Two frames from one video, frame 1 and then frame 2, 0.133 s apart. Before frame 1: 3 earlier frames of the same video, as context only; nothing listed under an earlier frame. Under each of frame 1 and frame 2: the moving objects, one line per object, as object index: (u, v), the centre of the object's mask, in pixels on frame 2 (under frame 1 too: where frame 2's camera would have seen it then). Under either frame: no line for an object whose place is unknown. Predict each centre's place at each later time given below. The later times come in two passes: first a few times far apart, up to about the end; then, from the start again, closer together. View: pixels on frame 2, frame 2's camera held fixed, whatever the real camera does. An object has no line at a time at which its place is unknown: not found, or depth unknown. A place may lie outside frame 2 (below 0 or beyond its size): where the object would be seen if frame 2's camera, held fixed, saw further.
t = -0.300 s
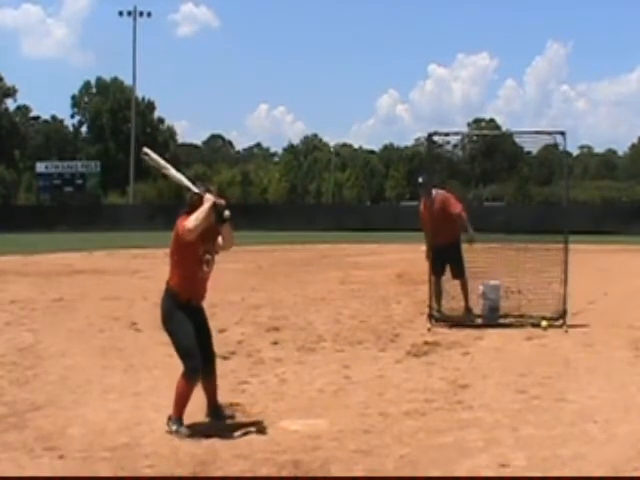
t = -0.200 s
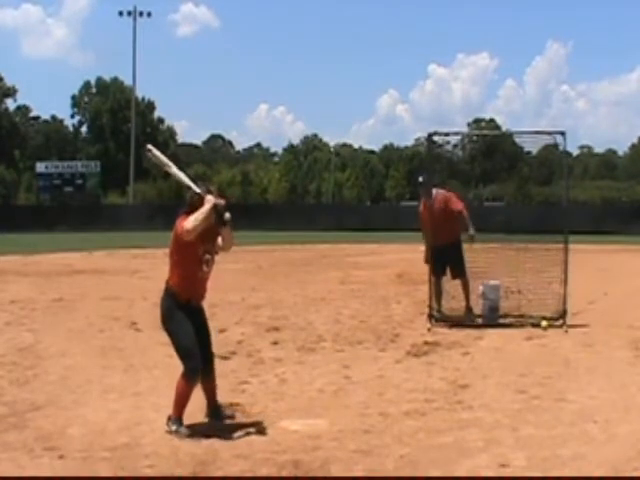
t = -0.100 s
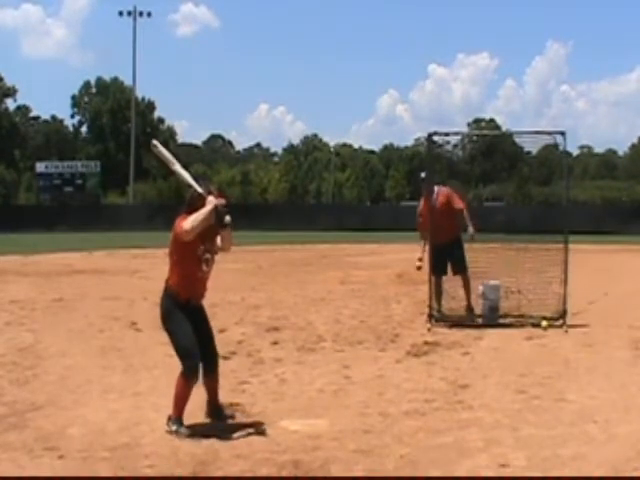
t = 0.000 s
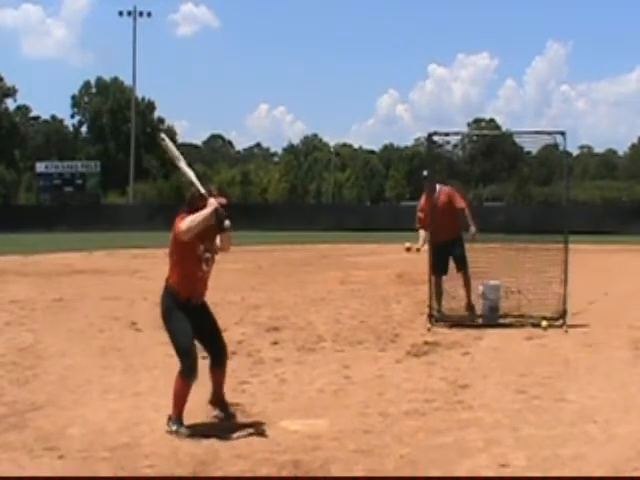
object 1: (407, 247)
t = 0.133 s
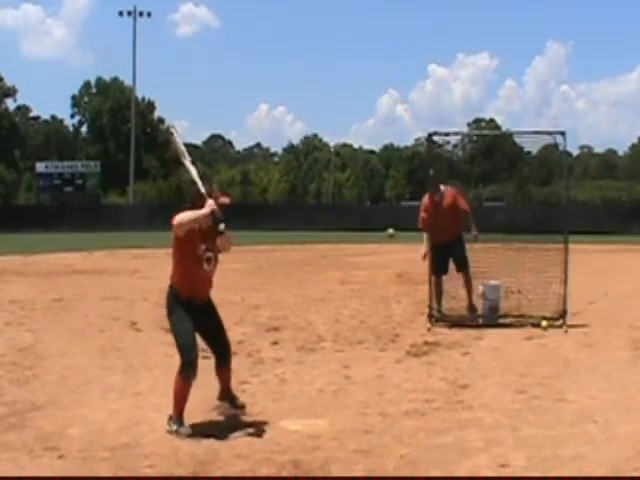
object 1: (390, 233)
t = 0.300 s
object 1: (361, 245)
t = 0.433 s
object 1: (327, 292)
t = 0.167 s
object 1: (385, 232)
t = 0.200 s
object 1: (380, 233)
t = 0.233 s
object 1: (373, 235)
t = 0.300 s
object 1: (361, 245)
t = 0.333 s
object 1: (354, 255)
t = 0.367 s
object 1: (345, 264)
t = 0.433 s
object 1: (327, 292)
